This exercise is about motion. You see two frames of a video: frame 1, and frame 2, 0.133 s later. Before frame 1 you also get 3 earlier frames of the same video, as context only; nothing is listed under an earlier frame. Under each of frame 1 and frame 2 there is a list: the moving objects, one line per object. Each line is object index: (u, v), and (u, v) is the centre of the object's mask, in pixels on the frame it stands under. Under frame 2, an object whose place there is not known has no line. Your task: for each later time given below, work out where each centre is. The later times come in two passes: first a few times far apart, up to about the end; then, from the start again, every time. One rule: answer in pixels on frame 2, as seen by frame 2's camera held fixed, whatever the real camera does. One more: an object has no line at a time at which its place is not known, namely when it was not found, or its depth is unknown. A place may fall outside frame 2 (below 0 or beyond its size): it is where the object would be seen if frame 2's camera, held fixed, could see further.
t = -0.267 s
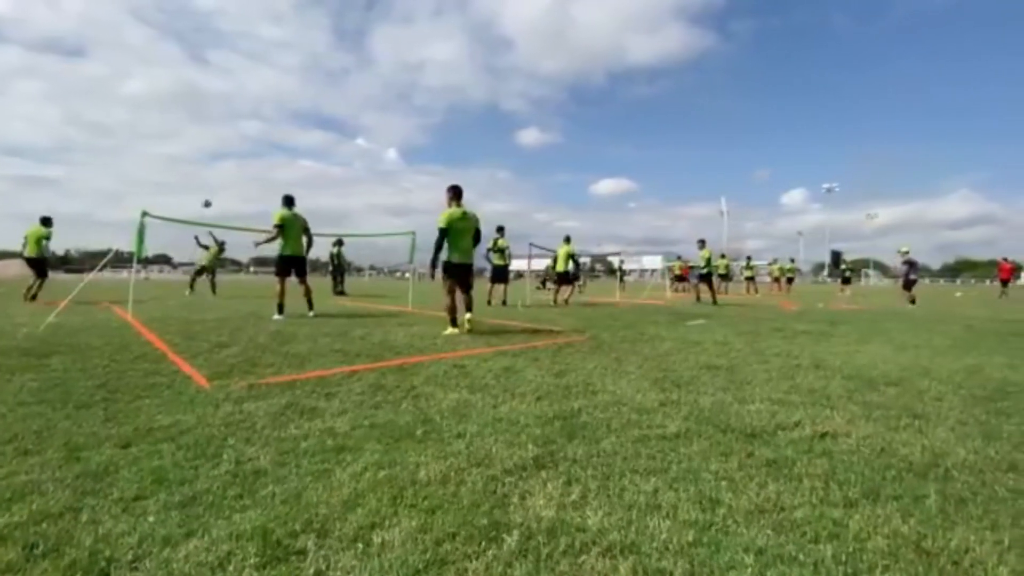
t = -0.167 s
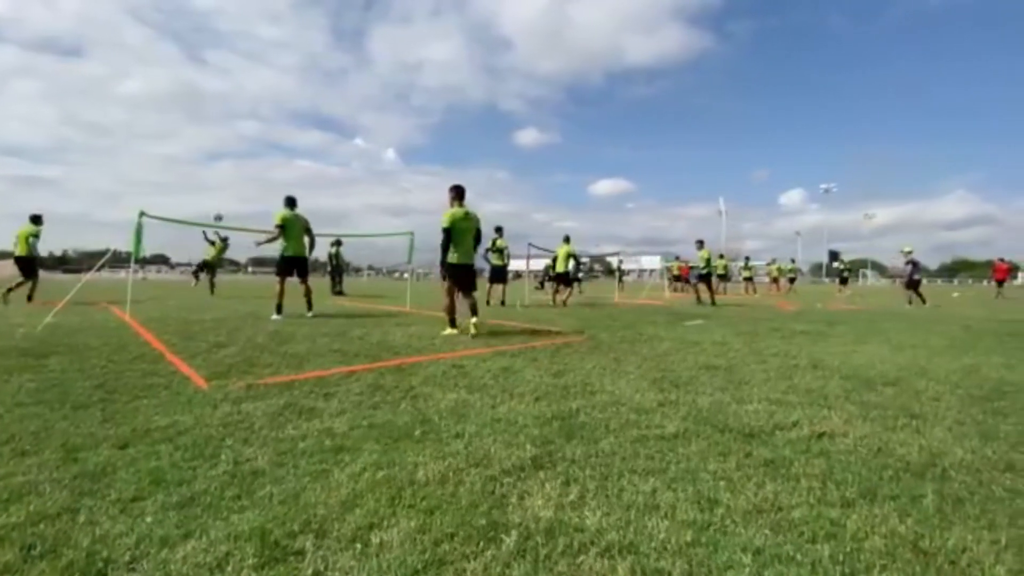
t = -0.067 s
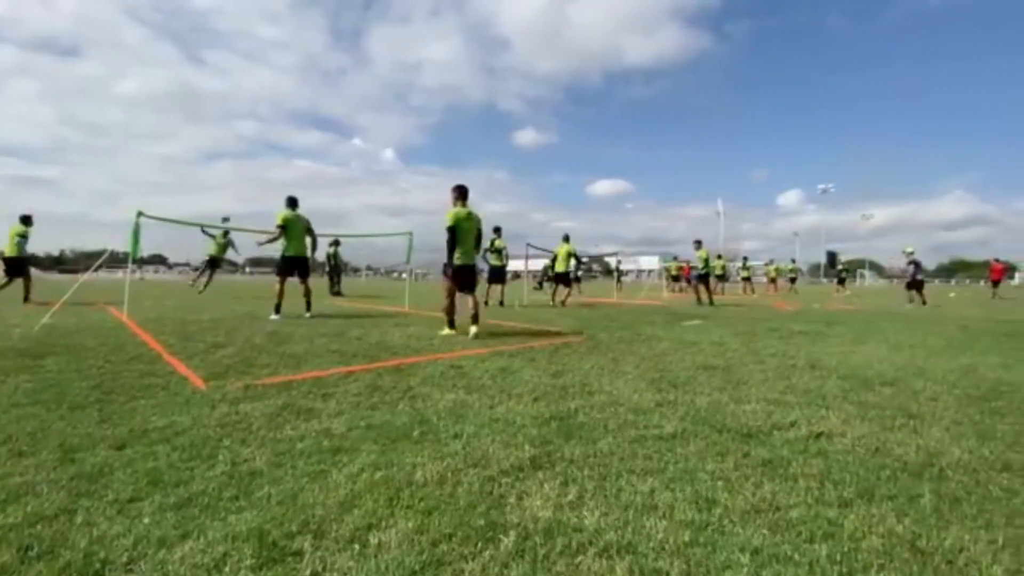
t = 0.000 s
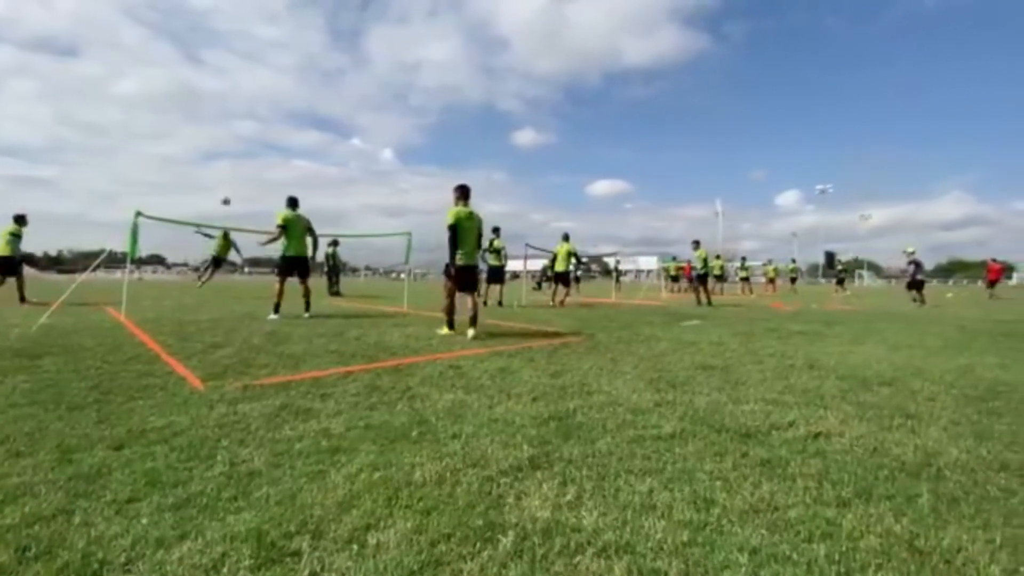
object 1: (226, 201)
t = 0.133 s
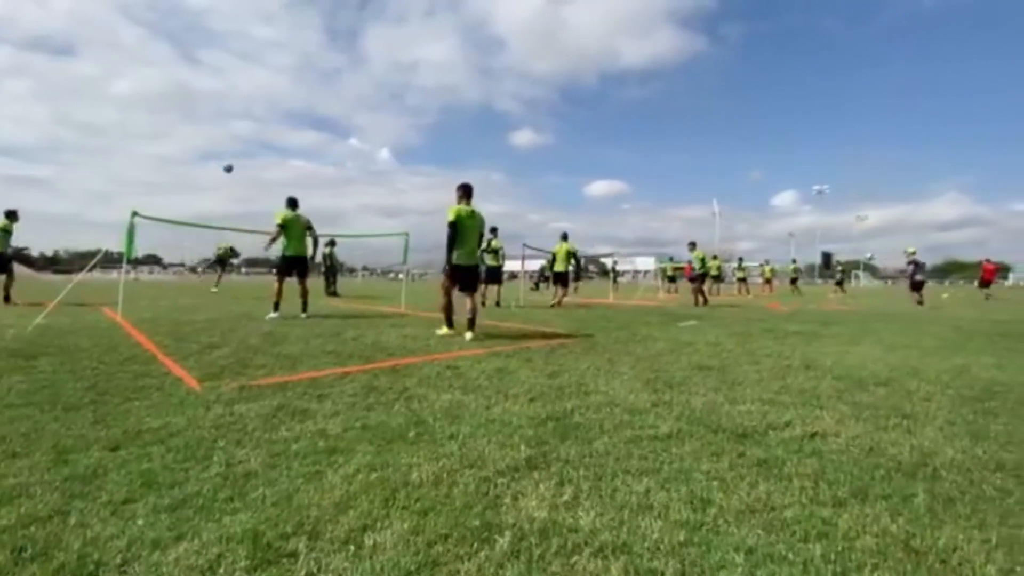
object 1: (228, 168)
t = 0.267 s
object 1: (234, 139)
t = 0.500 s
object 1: (247, 104)
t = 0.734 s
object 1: (262, 92)
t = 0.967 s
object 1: (280, 112)
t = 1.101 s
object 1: (294, 143)
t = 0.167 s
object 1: (229, 161)
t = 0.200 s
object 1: (231, 153)
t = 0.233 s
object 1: (232, 147)
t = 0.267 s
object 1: (234, 139)
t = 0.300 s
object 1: (236, 134)
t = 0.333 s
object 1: (237, 127)
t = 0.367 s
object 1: (239, 122)
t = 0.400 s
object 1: (241, 117)
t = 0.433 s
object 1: (243, 113)
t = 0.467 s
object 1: (245, 108)
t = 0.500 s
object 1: (247, 104)
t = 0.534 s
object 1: (249, 101)
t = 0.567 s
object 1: (252, 98)
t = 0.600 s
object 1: (253, 96)
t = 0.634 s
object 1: (256, 94)
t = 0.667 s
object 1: (258, 93)
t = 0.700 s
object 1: (260, 92)
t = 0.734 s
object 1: (262, 92)
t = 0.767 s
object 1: (264, 93)
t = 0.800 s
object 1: (266, 94)
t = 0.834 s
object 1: (269, 96)
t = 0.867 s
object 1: (271, 99)
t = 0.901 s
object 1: (274, 103)
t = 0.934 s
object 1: (277, 107)
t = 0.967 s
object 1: (280, 112)
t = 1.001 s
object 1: (283, 118)
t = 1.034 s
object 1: (287, 126)
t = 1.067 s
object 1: (290, 133)
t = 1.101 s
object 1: (294, 143)
